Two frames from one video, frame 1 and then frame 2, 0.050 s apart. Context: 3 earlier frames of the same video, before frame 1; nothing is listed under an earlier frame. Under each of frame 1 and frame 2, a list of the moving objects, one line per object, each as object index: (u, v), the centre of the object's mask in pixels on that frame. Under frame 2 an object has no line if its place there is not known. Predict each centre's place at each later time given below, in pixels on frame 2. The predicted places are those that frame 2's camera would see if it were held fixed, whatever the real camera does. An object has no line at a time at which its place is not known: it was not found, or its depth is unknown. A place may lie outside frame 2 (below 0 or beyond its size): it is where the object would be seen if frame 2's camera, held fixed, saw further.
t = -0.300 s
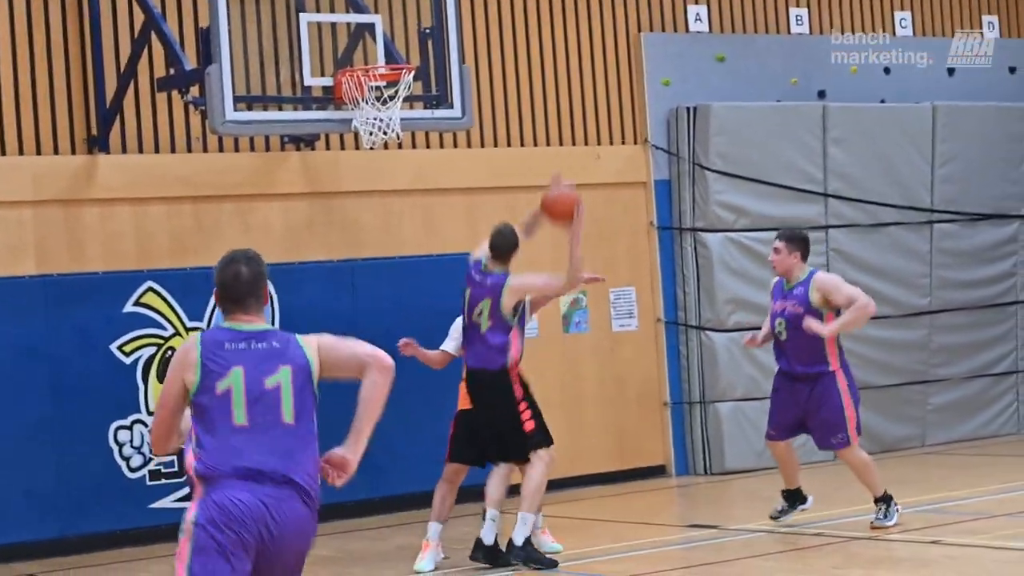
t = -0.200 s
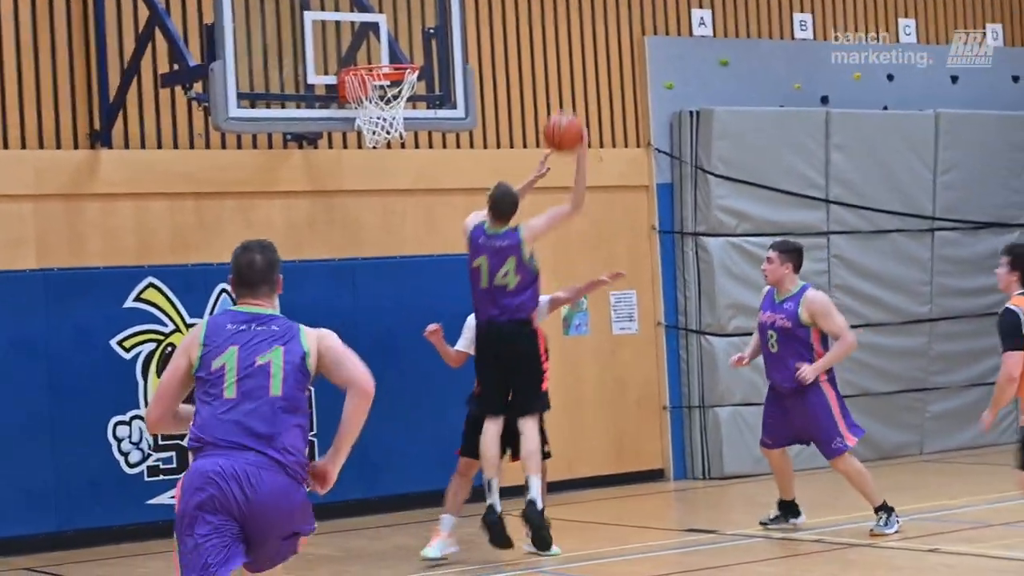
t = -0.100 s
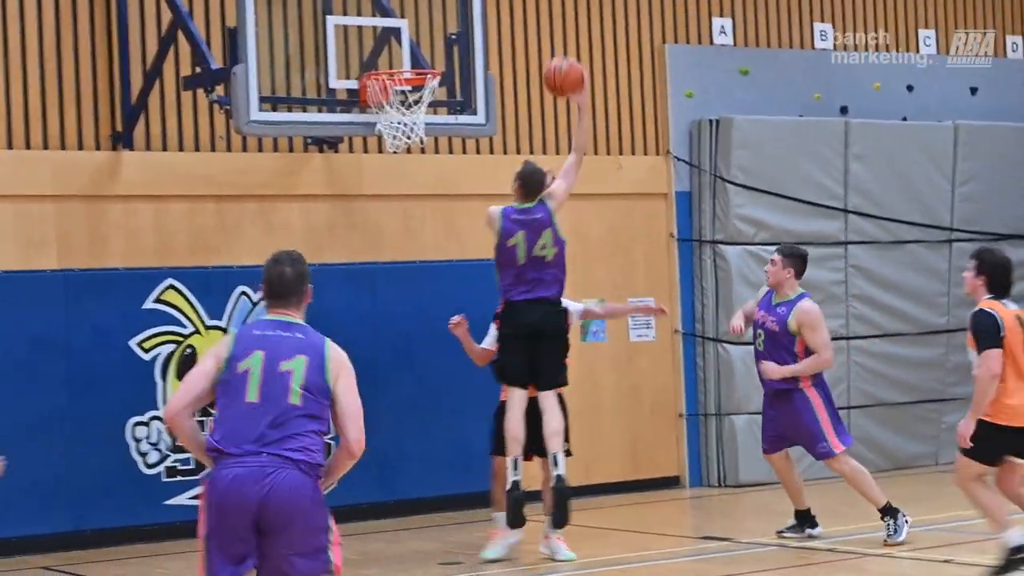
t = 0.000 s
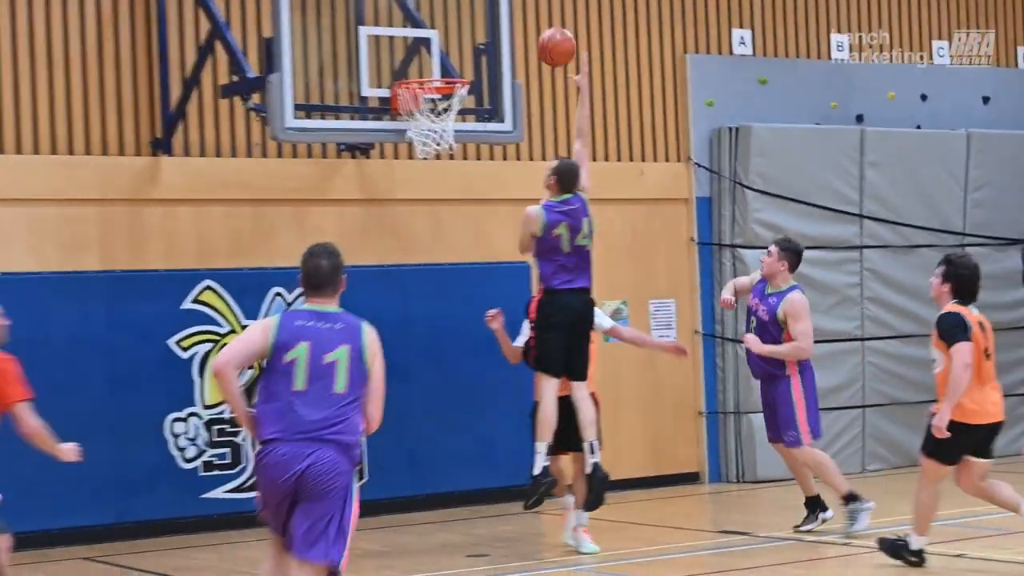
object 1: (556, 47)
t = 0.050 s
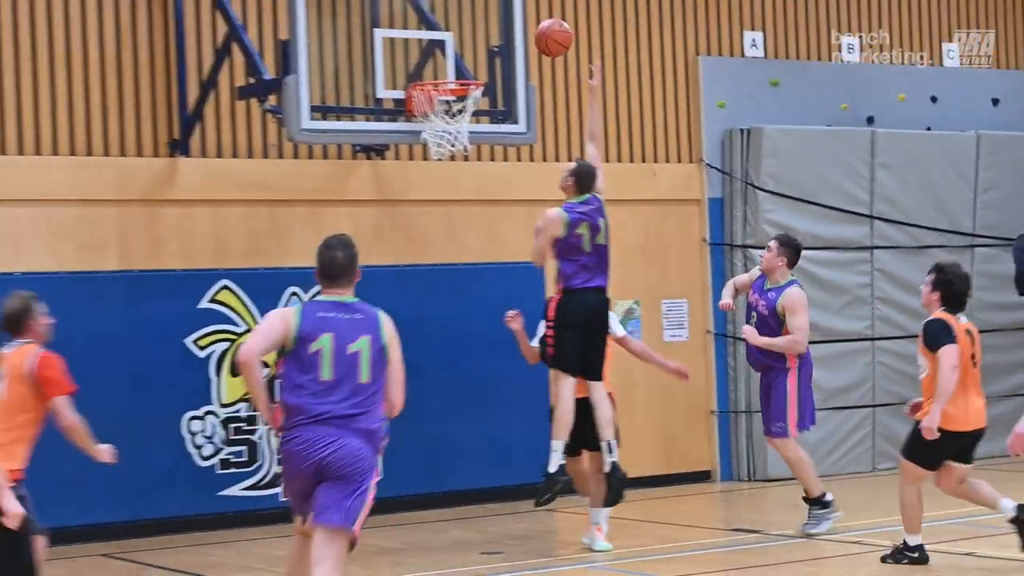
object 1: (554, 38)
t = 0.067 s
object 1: (548, 35)
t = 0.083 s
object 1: (543, 32)
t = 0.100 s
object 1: (537, 30)
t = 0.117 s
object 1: (532, 28)
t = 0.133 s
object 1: (526, 27)
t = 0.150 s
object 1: (521, 26)
